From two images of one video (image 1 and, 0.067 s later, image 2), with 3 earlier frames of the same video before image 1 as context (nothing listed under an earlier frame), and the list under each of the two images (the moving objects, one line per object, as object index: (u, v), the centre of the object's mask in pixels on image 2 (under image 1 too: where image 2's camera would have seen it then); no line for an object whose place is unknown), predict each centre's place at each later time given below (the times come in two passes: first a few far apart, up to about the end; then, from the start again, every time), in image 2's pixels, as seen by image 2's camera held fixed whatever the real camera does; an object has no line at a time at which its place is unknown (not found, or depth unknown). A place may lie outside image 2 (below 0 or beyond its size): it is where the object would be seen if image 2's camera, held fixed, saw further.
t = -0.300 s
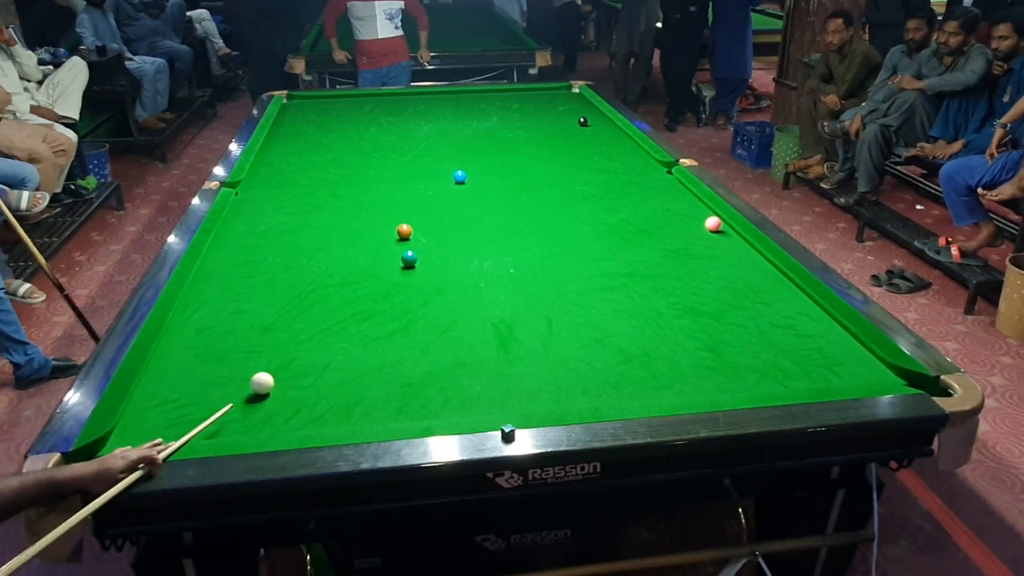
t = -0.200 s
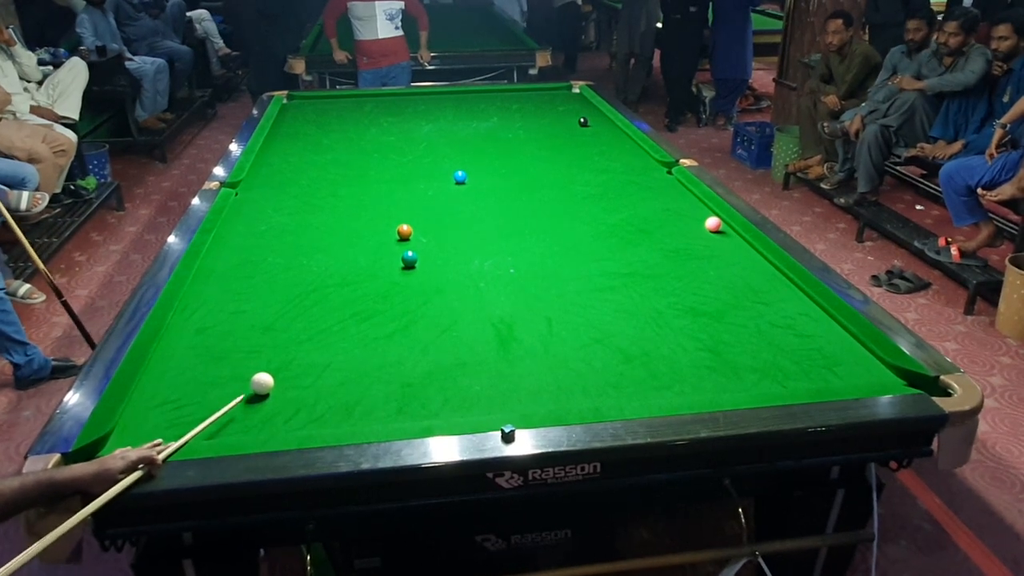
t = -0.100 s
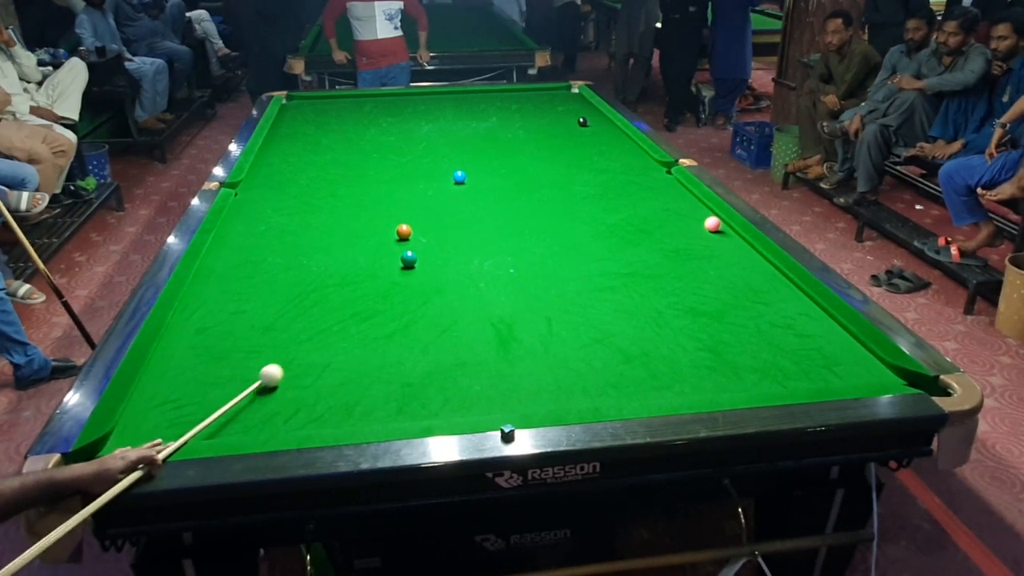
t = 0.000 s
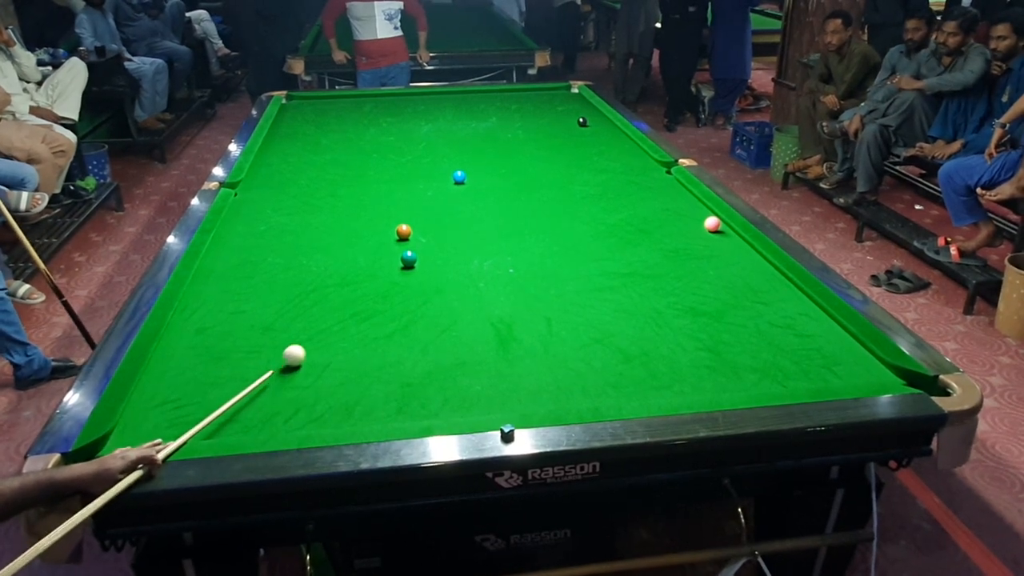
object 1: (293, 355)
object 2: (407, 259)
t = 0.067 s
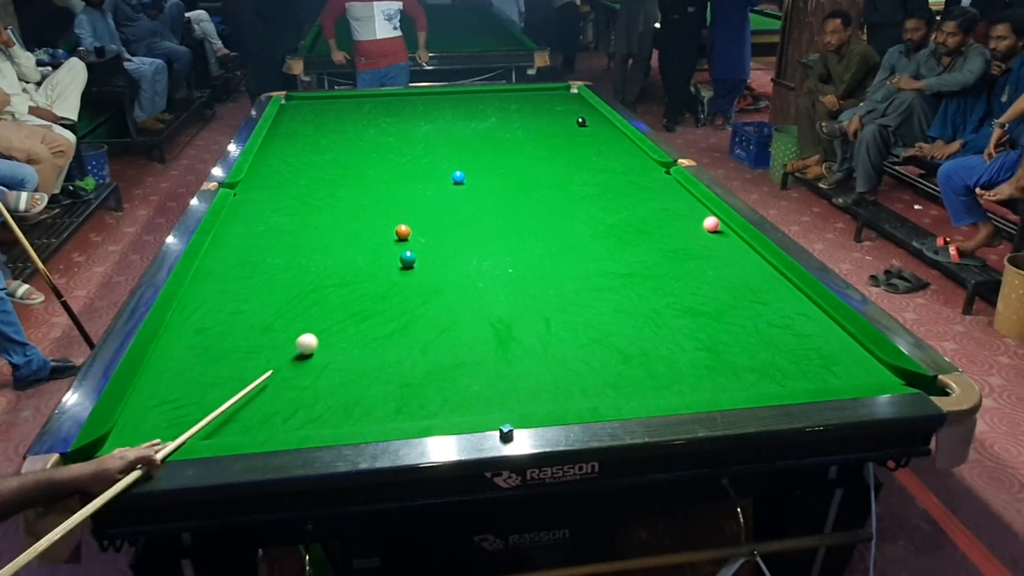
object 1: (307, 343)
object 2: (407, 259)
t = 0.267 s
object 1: (342, 313)
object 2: (407, 259)
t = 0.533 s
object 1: (382, 279)
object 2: (407, 259)
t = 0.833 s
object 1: (400, 261)
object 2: (424, 247)
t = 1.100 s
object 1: (404, 256)
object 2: (444, 233)
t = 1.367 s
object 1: (407, 251)
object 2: (461, 220)
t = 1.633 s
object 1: (411, 246)
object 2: (477, 210)
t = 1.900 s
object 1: (414, 243)
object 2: (491, 200)
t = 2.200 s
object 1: (416, 240)
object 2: (505, 191)
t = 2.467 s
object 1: (417, 238)
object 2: (516, 183)
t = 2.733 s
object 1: (419, 237)
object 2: (526, 177)
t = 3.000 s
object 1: (420, 236)
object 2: (535, 171)
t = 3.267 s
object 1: (420, 236)
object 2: (543, 166)
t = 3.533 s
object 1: (420, 237)
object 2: (549, 161)
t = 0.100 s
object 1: (313, 338)
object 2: (407, 259)
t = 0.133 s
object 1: (319, 333)
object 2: (407, 259)
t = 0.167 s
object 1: (325, 327)
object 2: (407, 259)
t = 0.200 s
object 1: (331, 322)
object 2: (407, 259)
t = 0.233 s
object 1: (337, 317)
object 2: (407, 259)
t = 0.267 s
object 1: (342, 313)
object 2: (407, 259)
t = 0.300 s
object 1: (348, 308)
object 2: (407, 259)
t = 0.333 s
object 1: (353, 304)
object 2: (407, 259)
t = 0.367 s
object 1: (358, 299)
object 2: (407, 259)
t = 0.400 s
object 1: (363, 295)
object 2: (407, 259)
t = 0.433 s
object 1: (368, 291)
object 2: (407, 259)
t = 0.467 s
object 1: (373, 287)
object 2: (407, 259)
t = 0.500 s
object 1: (377, 283)
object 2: (407, 259)
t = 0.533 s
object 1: (382, 279)
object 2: (407, 259)
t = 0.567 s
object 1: (386, 275)
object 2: (407, 259)
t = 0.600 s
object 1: (390, 271)
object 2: (407, 259)
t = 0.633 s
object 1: (395, 268)
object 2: (408, 258)
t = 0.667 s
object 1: (398, 265)
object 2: (409, 257)
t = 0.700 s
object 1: (399, 265)
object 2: (412, 255)
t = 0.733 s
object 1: (399, 264)
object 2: (415, 253)
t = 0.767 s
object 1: (399, 263)
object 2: (418, 251)
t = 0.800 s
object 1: (399, 262)
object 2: (421, 249)
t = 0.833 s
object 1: (400, 261)
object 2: (424, 247)
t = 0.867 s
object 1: (400, 261)
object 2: (427, 245)
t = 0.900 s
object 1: (401, 260)
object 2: (429, 243)
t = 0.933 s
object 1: (401, 259)
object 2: (431, 241)
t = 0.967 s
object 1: (402, 258)
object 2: (434, 239)
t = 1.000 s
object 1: (402, 258)
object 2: (436, 238)
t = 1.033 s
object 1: (403, 257)
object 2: (439, 236)
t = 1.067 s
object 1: (403, 256)
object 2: (441, 234)
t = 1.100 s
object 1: (404, 256)
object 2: (444, 233)
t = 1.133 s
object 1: (404, 255)
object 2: (446, 231)
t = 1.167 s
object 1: (404, 254)
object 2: (448, 230)
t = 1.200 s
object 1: (405, 254)
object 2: (450, 228)
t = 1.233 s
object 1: (406, 253)
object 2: (452, 226)
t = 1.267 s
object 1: (406, 252)
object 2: (455, 225)
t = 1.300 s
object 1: (406, 252)
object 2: (457, 224)
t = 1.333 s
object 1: (407, 251)
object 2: (459, 222)
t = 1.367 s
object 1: (407, 251)
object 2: (461, 220)
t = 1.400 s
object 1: (408, 250)
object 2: (463, 219)
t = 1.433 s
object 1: (408, 249)
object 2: (465, 218)
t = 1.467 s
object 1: (408, 249)
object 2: (467, 216)
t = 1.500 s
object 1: (409, 248)
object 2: (469, 215)
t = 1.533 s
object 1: (409, 248)
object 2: (471, 213)
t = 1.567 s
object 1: (410, 247)
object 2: (473, 212)
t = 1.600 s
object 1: (410, 247)
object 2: (475, 211)
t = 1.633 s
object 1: (411, 246)
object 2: (477, 210)
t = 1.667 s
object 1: (411, 246)
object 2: (479, 208)
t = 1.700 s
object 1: (411, 245)
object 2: (480, 207)
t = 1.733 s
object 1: (412, 245)
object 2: (482, 206)
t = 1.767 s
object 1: (412, 244)
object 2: (484, 204)
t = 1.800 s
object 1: (412, 244)
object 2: (486, 203)
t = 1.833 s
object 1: (413, 244)
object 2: (487, 202)
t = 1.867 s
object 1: (413, 243)
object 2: (489, 201)
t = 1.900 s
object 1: (414, 243)
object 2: (491, 200)
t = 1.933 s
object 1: (414, 242)
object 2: (492, 199)
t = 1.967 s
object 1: (414, 242)
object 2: (494, 198)
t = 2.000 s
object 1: (414, 242)
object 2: (496, 197)
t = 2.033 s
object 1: (415, 242)
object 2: (497, 196)
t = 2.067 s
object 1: (415, 241)
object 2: (499, 194)
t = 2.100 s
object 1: (415, 241)
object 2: (501, 194)
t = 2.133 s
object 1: (416, 241)
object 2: (502, 193)
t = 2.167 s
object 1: (416, 240)
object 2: (504, 192)
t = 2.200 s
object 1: (416, 240)
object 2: (505, 191)
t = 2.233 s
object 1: (416, 239)
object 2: (507, 190)
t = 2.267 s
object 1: (416, 239)
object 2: (508, 189)
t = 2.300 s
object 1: (417, 239)
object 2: (509, 188)
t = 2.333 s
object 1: (417, 239)
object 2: (511, 187)
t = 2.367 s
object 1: (417, 239)
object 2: (512, 186)
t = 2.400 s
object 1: (417, 238)
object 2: (514, 185)
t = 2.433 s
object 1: (417, 238)
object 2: (515, 184)
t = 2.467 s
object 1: (417, 238)
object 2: (516, 183)
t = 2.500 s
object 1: (417, 238)
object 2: (517, 183)
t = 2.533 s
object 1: (418, 238)
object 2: (519, 182)
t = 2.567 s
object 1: (418, 237)
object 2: (520, 181)
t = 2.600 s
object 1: (418, 237)
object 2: (522, 180)
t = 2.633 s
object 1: (418, 237)
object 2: (523, 179)
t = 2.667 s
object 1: (418, 237)
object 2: (524, 178)
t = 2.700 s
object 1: (418, 237)
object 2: (525, 178)
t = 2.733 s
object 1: (419, 237)
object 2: (526, 177)
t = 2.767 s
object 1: (419, 237)
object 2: (527, 176)
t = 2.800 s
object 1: (419, 237)
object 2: (529, 176)
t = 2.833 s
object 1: (419, 237)
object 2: (530, 175)
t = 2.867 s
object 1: (419, 236)
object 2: (531, 174)
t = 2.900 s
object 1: (419, 236)
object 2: (532, 173)
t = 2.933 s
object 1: (419, 236)
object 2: (533, 172)
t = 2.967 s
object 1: (419, 236)
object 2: (534, 172)
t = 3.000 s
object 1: (420, 236)
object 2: (535, 171)
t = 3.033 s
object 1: (420, 236)
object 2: (536, 170)
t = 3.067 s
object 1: (420, 236)
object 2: (537, 170)
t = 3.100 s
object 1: (420, 237)
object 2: (538, 169)
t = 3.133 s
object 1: (420, 237)
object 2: (539, 169)
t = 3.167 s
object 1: (420, 237)
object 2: (540, 168)
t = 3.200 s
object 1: (420, 237)
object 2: (541, 167)
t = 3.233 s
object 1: (420, 237)
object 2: (542, 167)
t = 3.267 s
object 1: (420, 236)
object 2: (543, 166)
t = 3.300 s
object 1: (420, 237)
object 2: (543, 166)
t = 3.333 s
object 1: (420, 236)
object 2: (544, 165)
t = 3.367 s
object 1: (420, 237)
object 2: (546, 164)
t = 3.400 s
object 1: (420, 237)
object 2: (546, 164)
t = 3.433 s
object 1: (420, 236)
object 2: (547, 163)
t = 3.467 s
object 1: (420, 237)
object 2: (548, 163)
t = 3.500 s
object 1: (420, 237)
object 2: (549, 162)
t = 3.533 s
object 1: (420, 237)
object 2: (549, 161)
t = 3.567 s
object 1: (420, 237)
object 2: (550, 161)
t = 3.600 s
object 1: (420, 237)
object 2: (551, 160)
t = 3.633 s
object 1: (420, 237)
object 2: (552, 160)
